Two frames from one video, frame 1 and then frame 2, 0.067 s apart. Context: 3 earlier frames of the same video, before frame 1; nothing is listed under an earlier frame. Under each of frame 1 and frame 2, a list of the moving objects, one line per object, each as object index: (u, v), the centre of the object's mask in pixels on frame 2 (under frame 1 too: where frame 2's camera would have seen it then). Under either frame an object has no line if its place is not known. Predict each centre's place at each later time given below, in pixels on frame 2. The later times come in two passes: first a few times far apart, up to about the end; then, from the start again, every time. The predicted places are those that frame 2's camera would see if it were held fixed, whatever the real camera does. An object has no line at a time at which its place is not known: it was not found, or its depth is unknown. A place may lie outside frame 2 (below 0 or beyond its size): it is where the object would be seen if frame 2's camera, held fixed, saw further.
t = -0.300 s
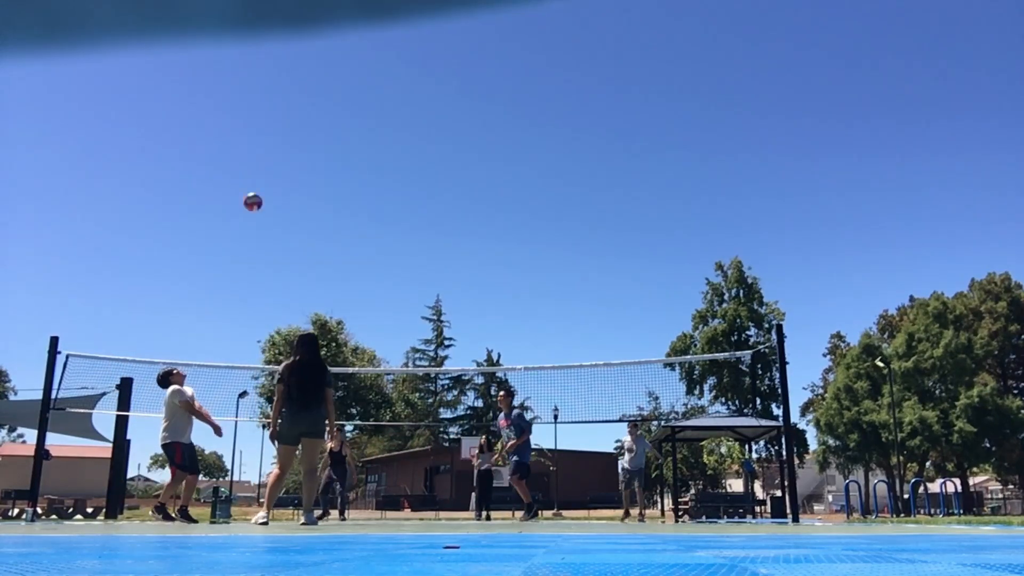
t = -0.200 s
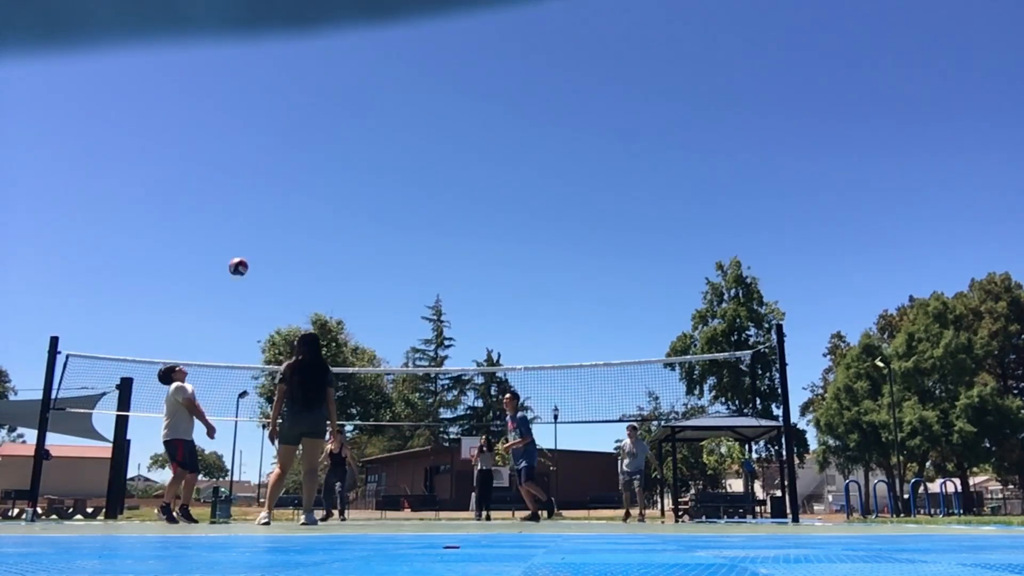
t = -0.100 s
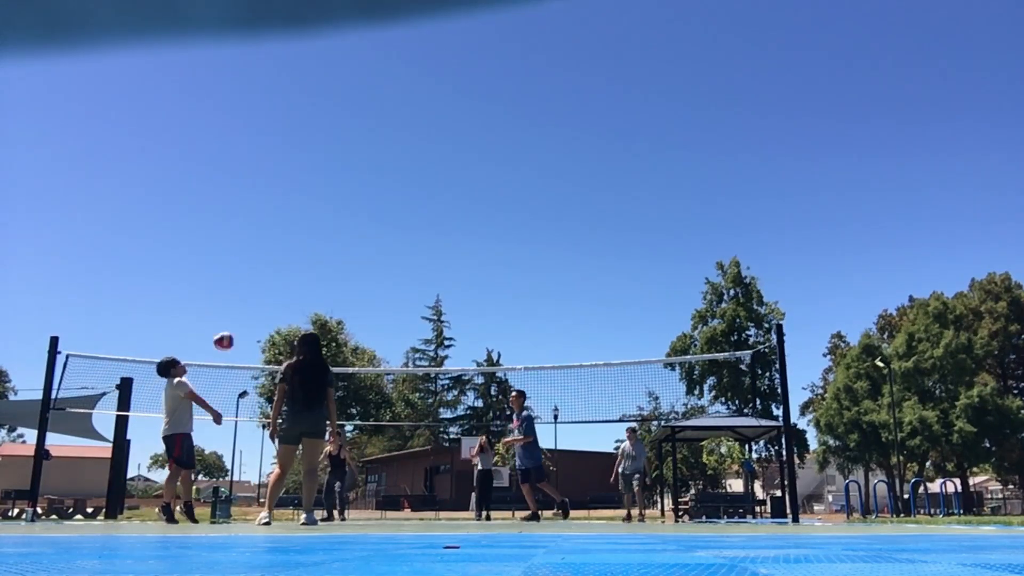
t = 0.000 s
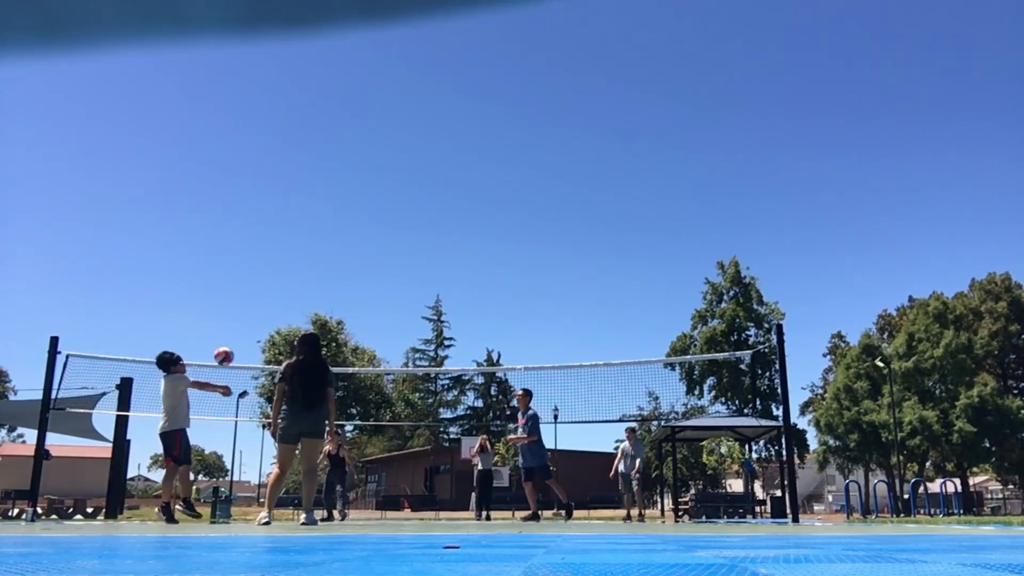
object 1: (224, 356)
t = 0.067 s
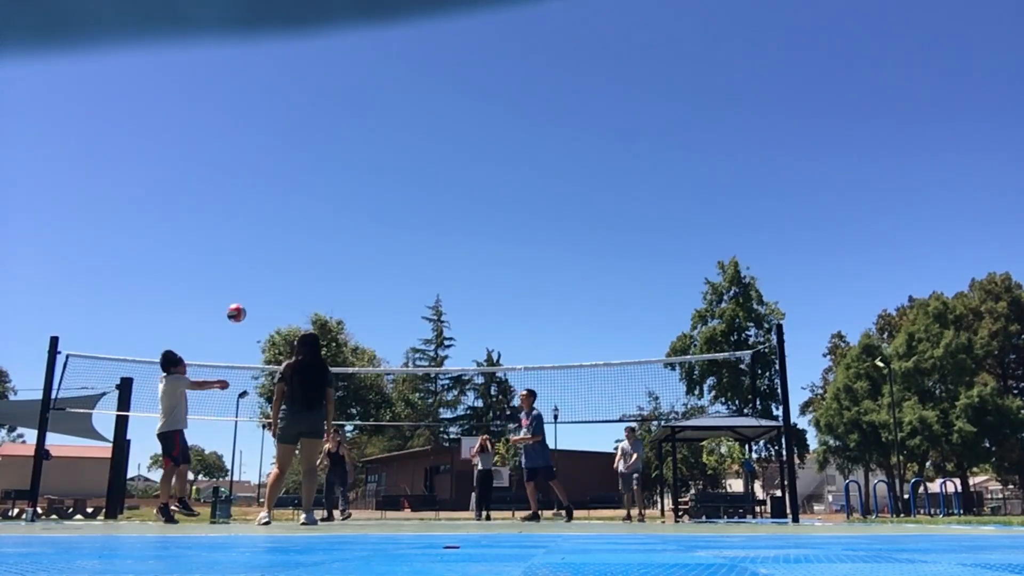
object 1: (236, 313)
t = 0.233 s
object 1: (264, 226)
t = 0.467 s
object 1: (297, 150)
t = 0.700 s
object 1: (323, 120)
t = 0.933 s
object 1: (346, 128)
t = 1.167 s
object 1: (365, 177)
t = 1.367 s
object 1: (379, 251)
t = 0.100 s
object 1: (242, 293)
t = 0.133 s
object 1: (248, 275)
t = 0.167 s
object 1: (253, 258)
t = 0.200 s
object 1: (259, 241)
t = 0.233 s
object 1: (264, 226)
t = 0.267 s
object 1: (269, 213)
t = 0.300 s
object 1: (274, 200)
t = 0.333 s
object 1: (279, 188)
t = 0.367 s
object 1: (284, 177)
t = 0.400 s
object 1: (288, 167)
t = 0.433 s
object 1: (292, 158)
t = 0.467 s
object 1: (297, 150)
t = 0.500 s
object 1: (301, 143)
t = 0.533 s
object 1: (305, 137)
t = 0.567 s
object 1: (309, 132)
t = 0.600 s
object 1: (312, 128)
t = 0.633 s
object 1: (316, 124)
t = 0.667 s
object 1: (320, 121)
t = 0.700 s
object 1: (323, 120)
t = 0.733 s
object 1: (326, 118)
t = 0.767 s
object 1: (330, 118)
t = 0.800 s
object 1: (333, 118)
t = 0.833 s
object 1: (336, 120)
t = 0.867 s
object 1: (339, 122)
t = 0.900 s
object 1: (343, 125)
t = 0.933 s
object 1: (346, 128)
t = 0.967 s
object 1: (349, 133)
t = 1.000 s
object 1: (351, 138)
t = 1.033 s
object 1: (354, 144)
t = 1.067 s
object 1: (357, 151)
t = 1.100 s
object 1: (360, 159)
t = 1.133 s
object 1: (362, 168)
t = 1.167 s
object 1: (365, 177)
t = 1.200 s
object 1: (368, 187)
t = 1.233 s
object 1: (370, 198)
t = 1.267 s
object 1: (372, 210)
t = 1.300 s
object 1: (374, 223)
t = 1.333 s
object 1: (377, 237)
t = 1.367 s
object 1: (379, 251)
